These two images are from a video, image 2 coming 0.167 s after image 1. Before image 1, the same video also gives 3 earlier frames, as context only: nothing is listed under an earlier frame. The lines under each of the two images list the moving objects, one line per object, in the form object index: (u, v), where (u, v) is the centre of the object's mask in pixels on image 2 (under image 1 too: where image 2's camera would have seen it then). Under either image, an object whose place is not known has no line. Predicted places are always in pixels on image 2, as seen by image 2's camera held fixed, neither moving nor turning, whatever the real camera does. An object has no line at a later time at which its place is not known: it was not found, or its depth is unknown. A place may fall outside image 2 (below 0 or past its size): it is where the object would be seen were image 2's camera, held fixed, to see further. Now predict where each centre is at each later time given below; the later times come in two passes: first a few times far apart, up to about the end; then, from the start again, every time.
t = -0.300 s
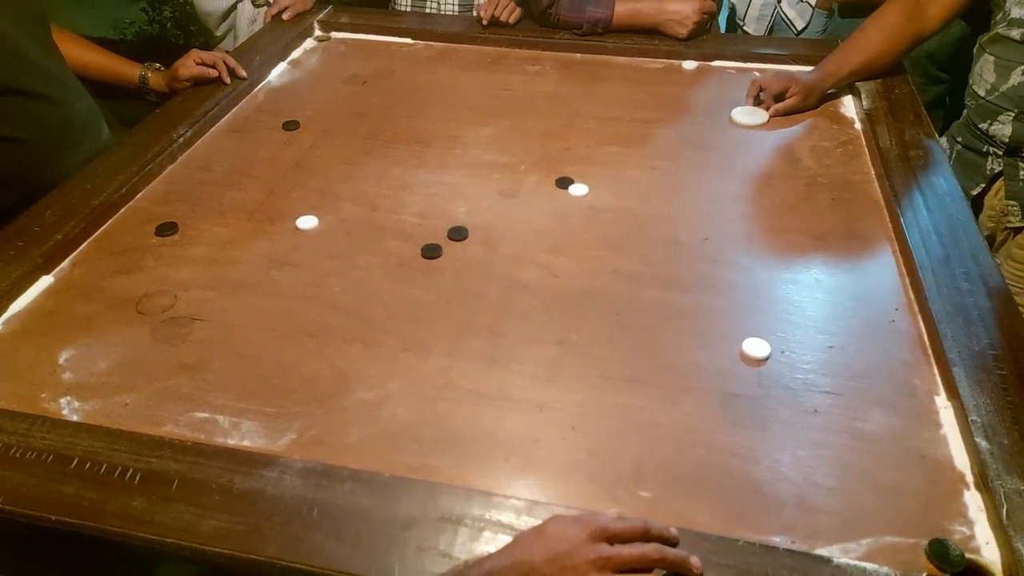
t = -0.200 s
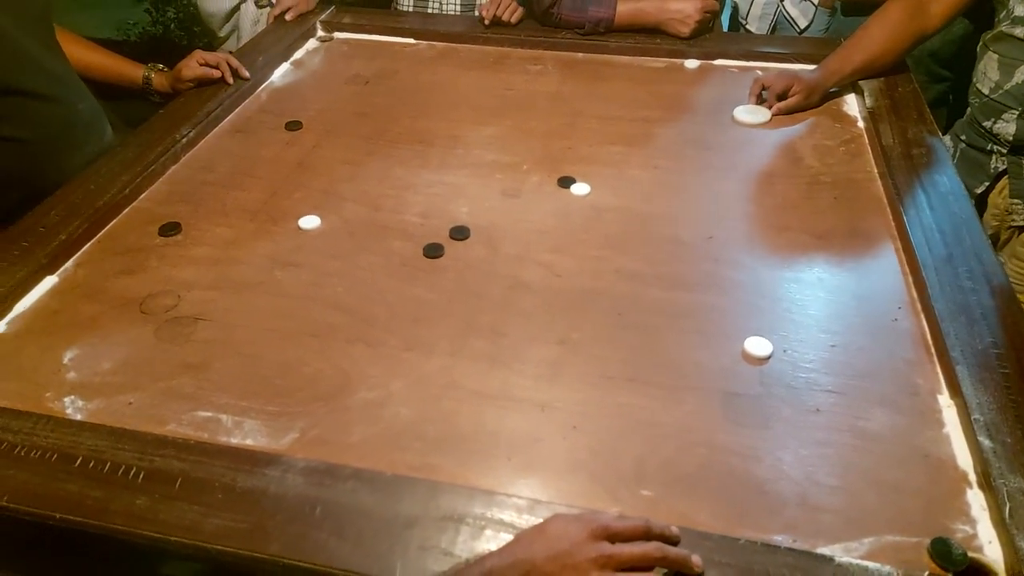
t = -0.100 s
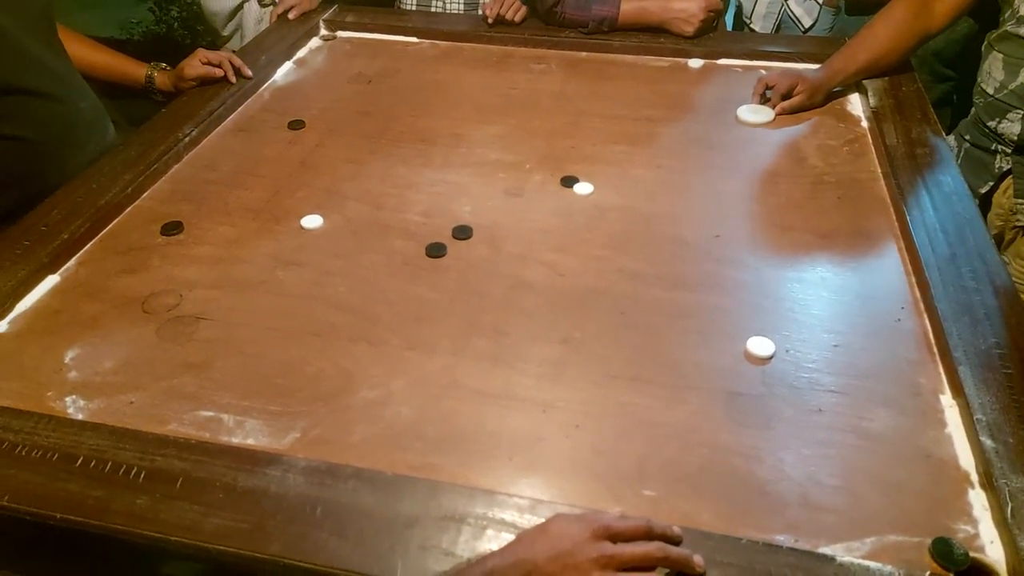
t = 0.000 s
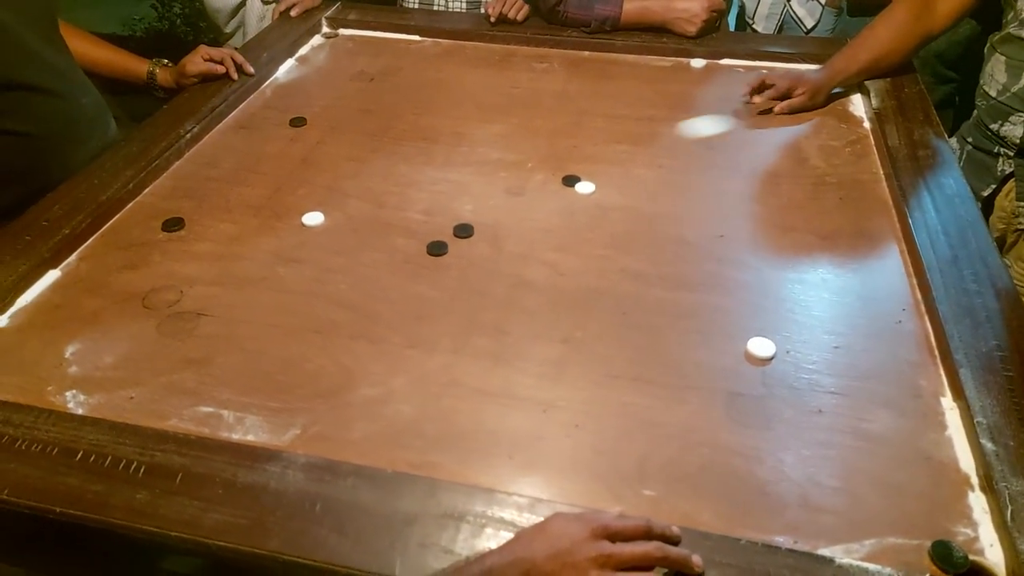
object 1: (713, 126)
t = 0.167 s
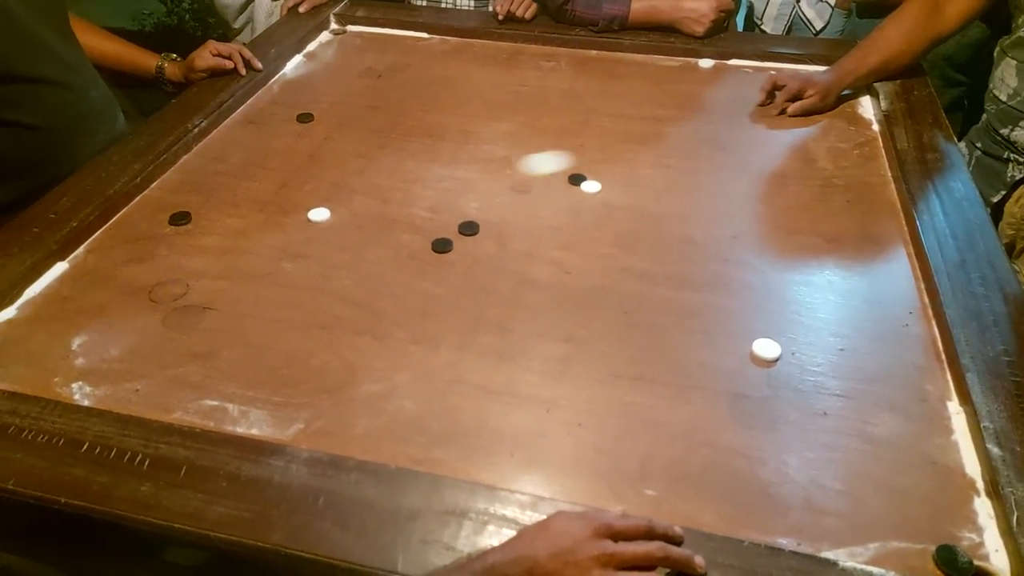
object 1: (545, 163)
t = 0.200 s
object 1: (512, 170)
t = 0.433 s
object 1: (309, 209)
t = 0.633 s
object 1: (202, 224)
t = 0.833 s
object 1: (153, 236)
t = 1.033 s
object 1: (147, 238)
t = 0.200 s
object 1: (512, 170)
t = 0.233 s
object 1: (480, 176)
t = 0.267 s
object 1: (449, 183)
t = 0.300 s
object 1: (416, 189)
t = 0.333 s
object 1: (386, 195)
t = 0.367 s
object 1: (356, 201)
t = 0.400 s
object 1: (330, 205)
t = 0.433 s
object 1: (309, 209)
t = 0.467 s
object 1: (288, 211)
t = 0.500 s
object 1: (268, 214)
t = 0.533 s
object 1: (250, 217)
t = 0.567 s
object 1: (232, 220)
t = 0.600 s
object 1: (215, 222)
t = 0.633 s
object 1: (202, 224)
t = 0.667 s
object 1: (190, 227)
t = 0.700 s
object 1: (180, 229)
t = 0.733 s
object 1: (171, 230)
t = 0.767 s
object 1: (164, 232)
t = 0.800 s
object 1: (158, 234)
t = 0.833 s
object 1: (153, 236)
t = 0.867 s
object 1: (150, 237)
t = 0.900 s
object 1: (148, 238)
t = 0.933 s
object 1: (147, 238)
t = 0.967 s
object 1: (147, 239)
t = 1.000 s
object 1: (147, 238)
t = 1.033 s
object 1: (147, 238)
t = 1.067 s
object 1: (146, 239)
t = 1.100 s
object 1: (147, 239)
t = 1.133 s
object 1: (146, 239)
